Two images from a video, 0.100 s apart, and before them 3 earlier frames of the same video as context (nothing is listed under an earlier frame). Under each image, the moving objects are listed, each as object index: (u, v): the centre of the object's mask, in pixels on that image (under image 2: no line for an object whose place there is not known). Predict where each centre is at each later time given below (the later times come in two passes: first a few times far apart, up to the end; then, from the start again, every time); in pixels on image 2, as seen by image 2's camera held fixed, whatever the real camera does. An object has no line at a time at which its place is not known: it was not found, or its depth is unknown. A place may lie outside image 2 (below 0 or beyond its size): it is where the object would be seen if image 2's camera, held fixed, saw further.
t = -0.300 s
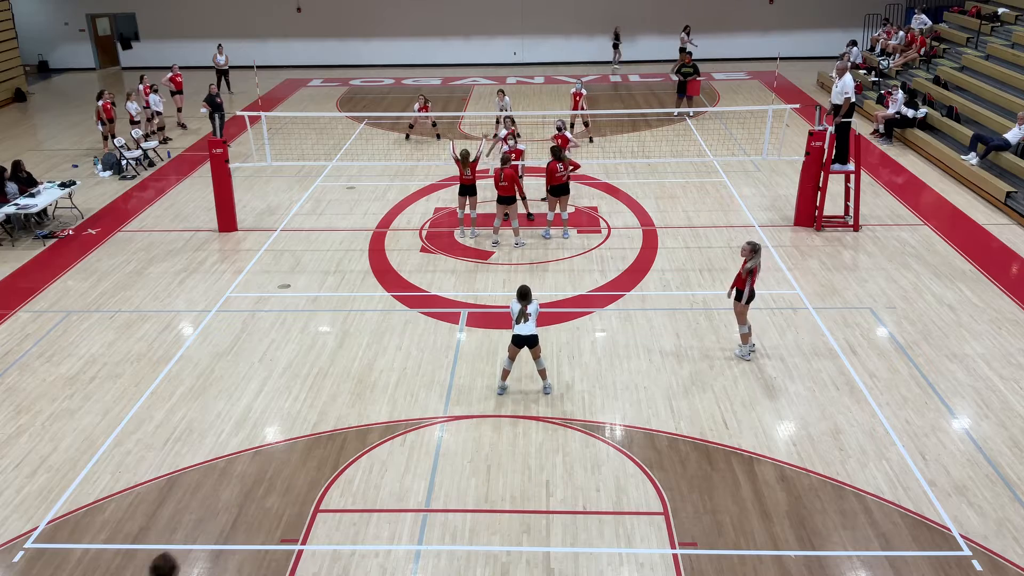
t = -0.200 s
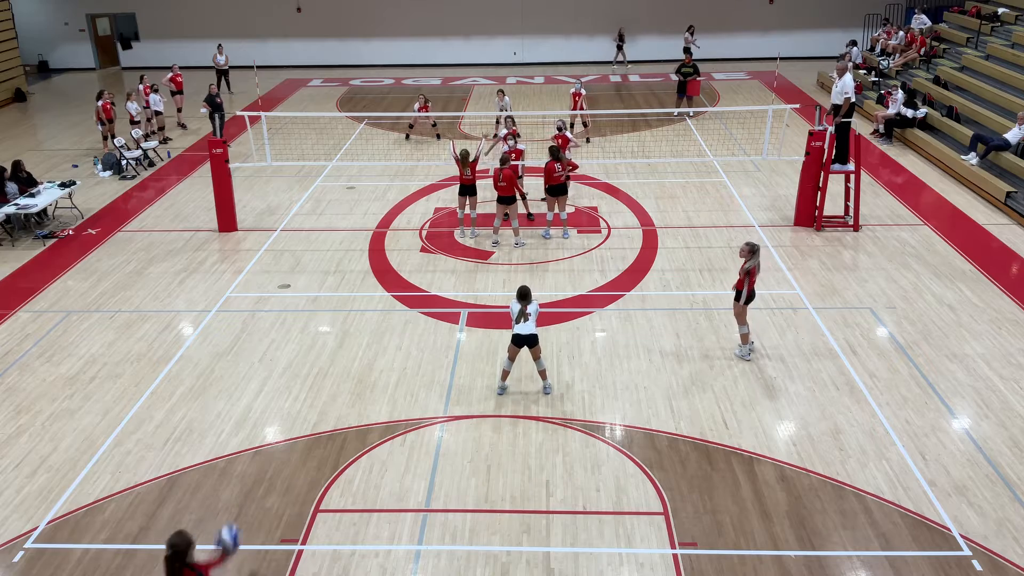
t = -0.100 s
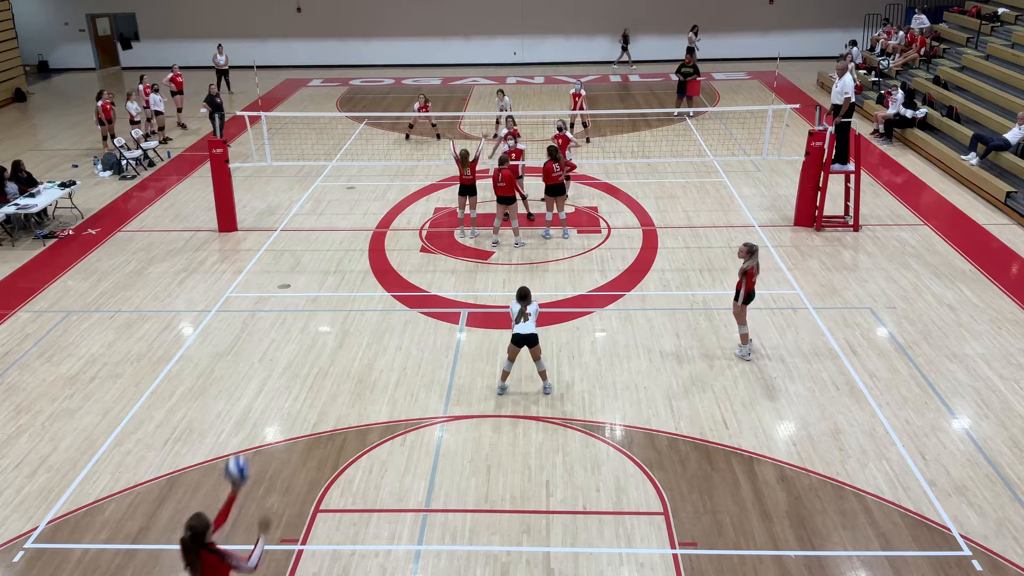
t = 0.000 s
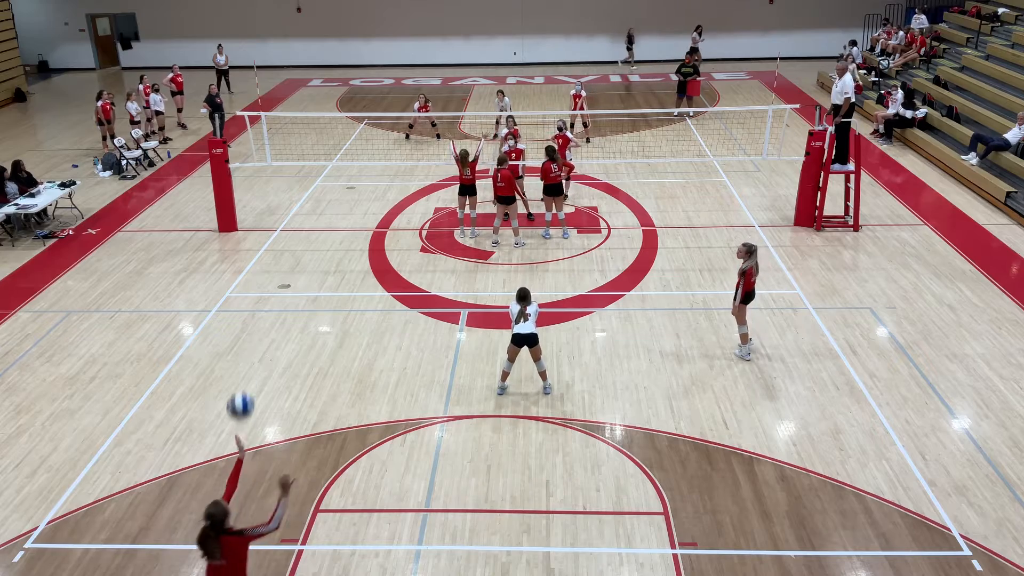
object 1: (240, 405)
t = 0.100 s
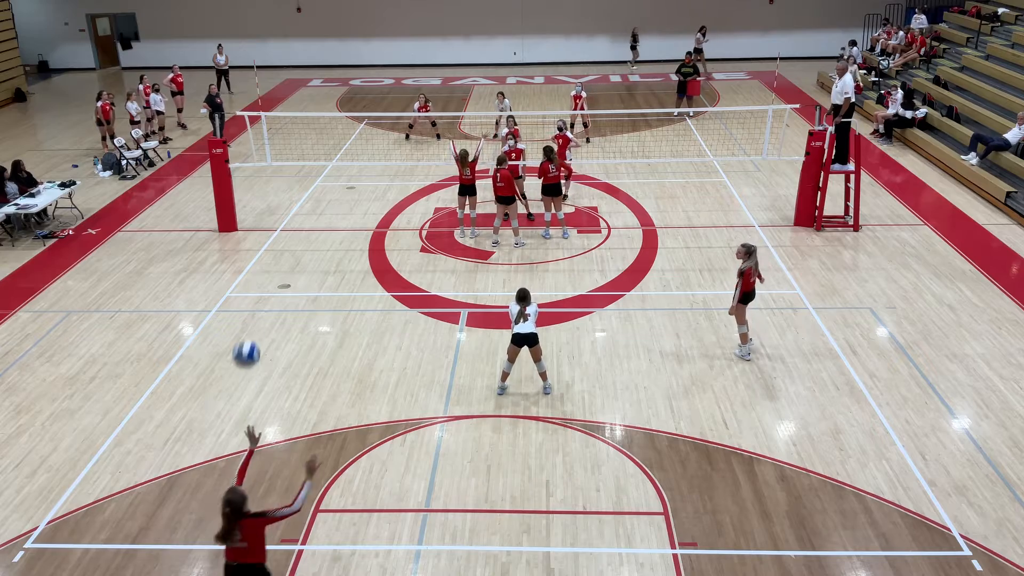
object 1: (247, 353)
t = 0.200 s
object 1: (254, 314)
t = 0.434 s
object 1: (276, 267)
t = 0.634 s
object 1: (301, 275)
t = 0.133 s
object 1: (249, 338)
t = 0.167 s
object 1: (251, 326)
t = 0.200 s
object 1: (254, 314)
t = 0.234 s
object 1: (257, 304)
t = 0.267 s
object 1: (260, 294)
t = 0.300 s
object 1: (263, 286)
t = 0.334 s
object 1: (266, 279)
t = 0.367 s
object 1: (269, 274)
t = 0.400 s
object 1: (273, 269)
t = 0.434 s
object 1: (276, 267)
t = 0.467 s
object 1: (280, 265)
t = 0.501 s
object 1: (285, 265)
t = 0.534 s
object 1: (288, 266)
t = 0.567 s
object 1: (293, 268)
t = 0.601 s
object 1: (297, 271)
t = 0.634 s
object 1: (301, 275)
